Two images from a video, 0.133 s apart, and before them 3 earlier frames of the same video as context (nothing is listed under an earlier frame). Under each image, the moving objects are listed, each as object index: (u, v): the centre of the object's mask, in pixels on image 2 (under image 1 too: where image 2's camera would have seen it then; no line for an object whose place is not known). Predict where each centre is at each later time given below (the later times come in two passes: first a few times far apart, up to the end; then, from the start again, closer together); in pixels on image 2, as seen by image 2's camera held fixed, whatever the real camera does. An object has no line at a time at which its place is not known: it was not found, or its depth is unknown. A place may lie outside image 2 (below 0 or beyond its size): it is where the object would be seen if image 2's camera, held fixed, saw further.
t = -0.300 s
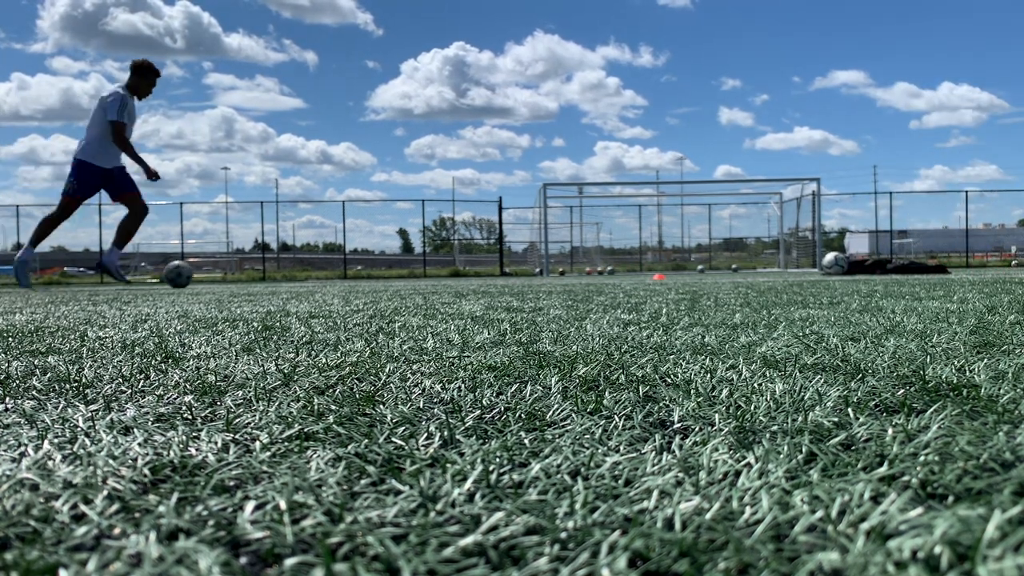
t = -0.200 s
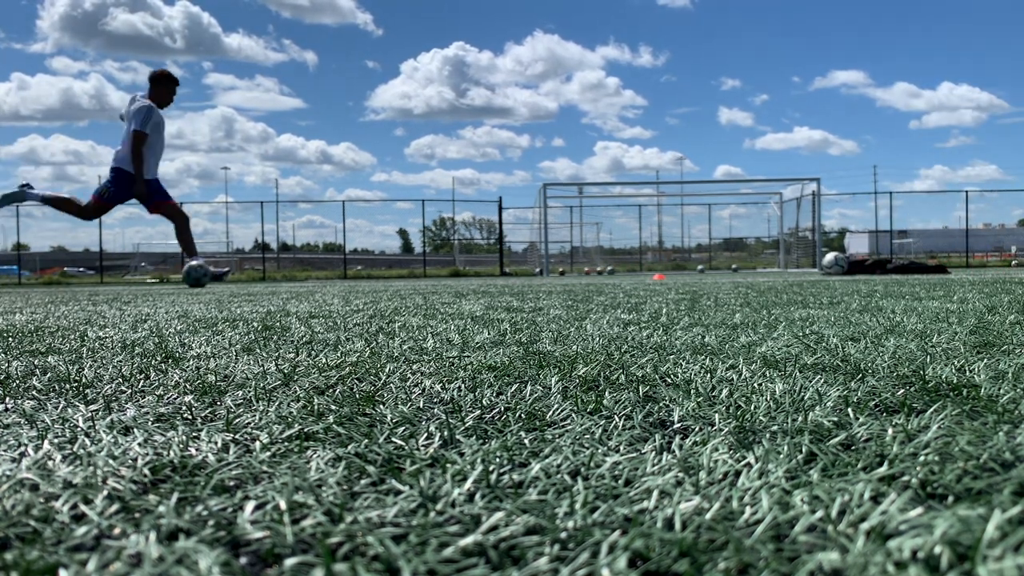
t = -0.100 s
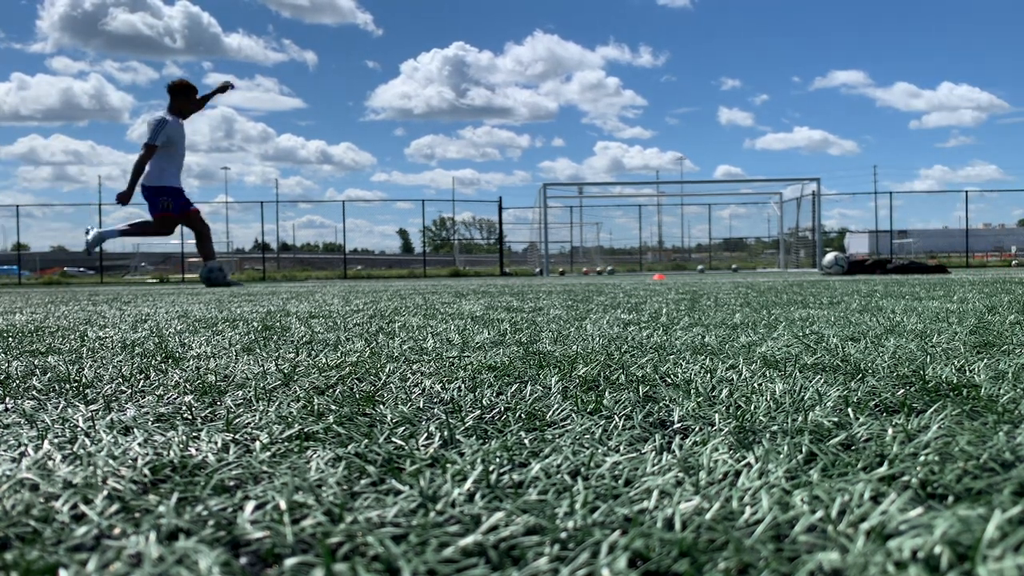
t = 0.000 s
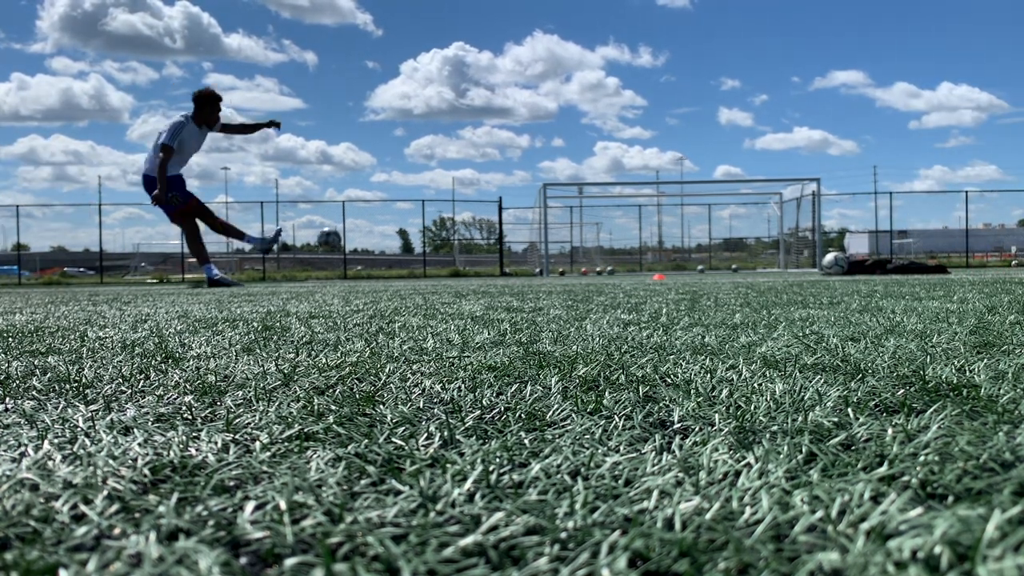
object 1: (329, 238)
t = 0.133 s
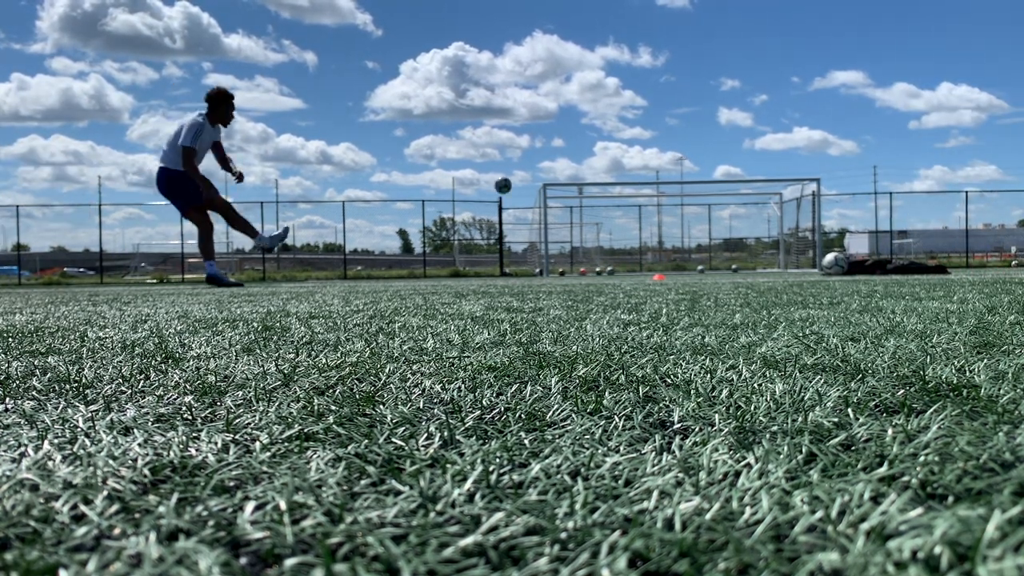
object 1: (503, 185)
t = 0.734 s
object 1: (692, 172)
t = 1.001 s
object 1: (697, 163)
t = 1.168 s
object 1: (694, 166)
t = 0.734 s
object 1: (692, 172)
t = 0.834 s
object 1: (696, 171)
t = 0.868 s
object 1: (697, 168)
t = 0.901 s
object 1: (697, 166)
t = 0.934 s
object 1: (697, 164)
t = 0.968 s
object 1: (697, 163)
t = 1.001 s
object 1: (697, 163)
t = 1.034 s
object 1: (696, 163)
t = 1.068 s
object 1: (696, 163)
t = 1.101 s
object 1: (695, 164)
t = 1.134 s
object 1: (695, 165)
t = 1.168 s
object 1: (694, 166)
